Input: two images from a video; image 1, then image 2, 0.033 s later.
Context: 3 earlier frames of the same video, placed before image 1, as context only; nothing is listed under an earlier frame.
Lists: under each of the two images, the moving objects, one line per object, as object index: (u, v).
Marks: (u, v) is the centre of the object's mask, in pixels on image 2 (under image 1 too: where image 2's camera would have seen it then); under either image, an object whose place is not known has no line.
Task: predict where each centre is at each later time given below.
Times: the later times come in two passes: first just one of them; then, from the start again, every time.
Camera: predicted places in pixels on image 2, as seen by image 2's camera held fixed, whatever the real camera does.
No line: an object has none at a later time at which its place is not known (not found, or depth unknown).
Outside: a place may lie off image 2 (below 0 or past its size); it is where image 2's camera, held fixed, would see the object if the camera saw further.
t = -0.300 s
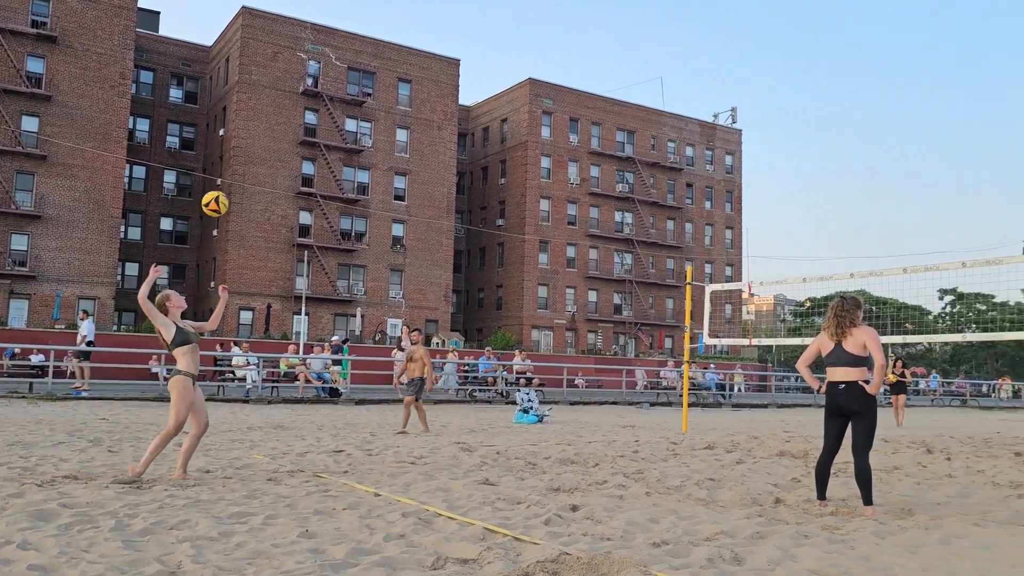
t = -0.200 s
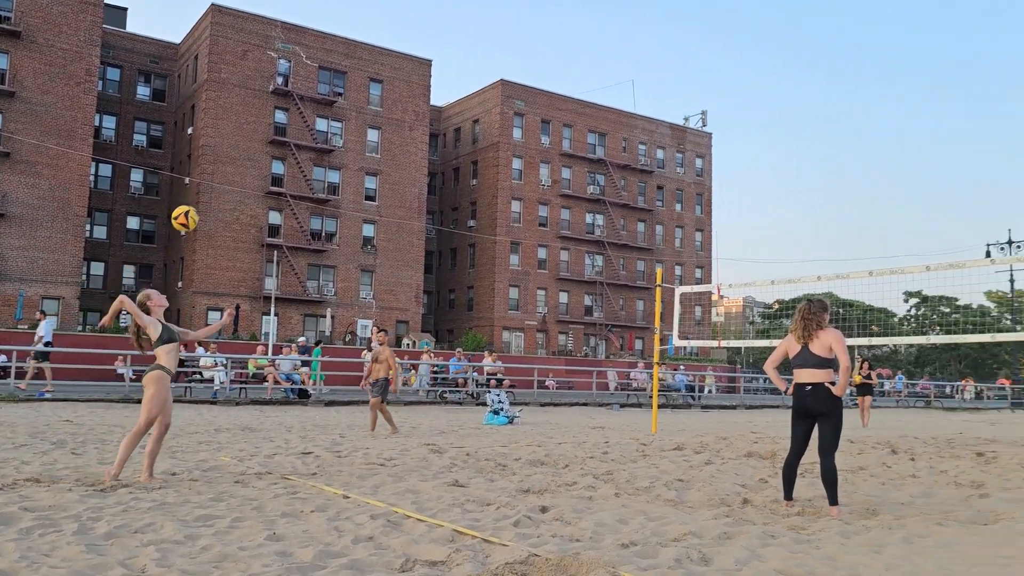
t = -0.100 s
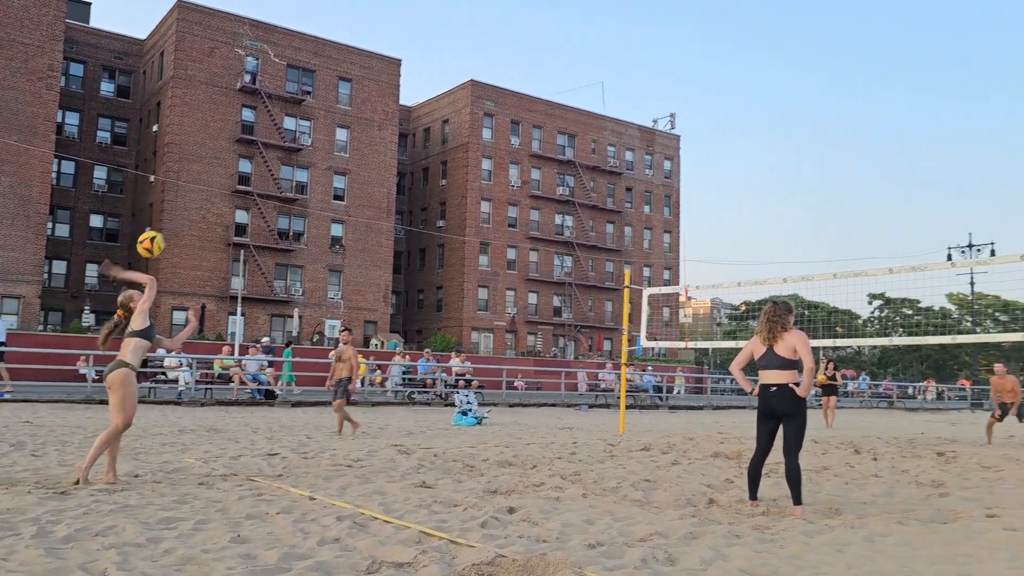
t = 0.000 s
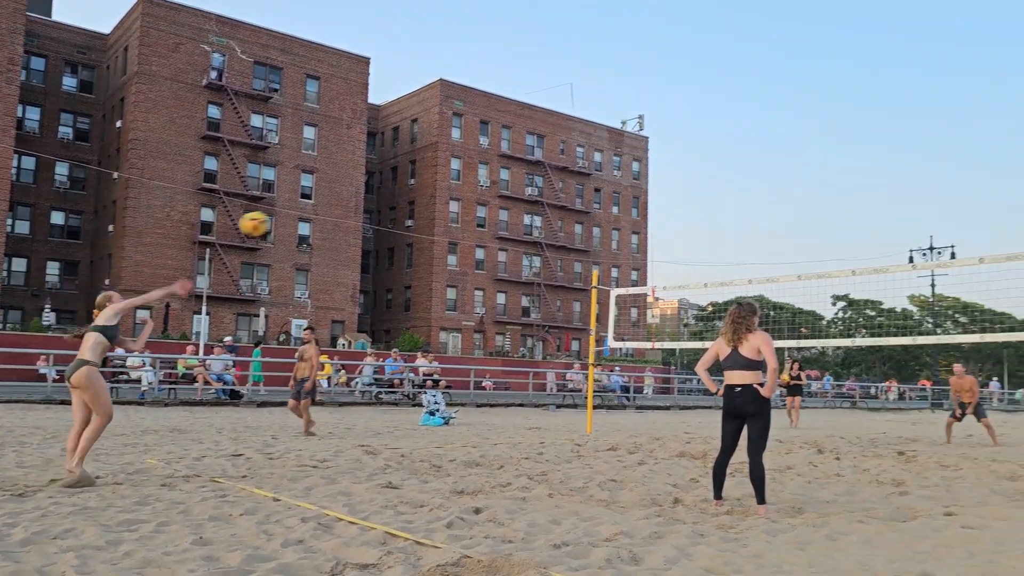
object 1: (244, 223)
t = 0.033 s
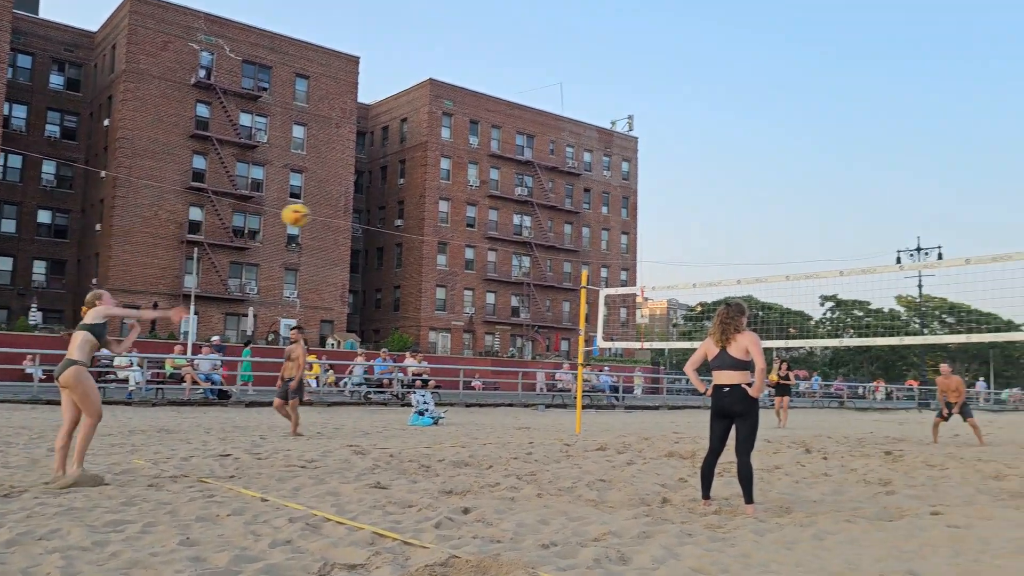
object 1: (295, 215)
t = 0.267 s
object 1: (570, 200)
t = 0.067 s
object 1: (345, 209)
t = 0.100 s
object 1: (388, 205)
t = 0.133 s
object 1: (428, 201)
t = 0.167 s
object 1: (467, 199)
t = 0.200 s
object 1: (503, 199)
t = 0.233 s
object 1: (538, 199)
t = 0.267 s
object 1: (570, 200)
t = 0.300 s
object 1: (603, 202)
